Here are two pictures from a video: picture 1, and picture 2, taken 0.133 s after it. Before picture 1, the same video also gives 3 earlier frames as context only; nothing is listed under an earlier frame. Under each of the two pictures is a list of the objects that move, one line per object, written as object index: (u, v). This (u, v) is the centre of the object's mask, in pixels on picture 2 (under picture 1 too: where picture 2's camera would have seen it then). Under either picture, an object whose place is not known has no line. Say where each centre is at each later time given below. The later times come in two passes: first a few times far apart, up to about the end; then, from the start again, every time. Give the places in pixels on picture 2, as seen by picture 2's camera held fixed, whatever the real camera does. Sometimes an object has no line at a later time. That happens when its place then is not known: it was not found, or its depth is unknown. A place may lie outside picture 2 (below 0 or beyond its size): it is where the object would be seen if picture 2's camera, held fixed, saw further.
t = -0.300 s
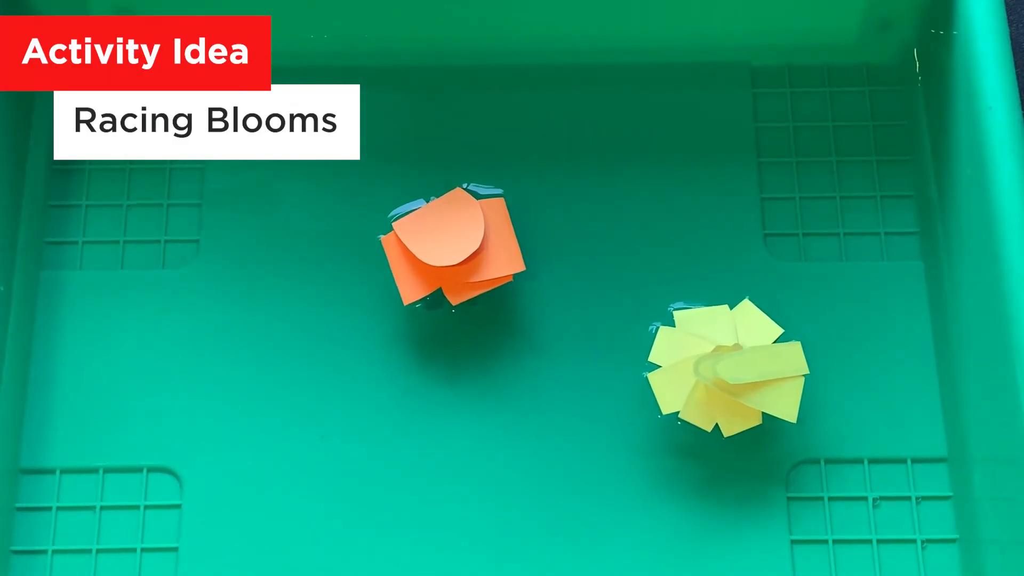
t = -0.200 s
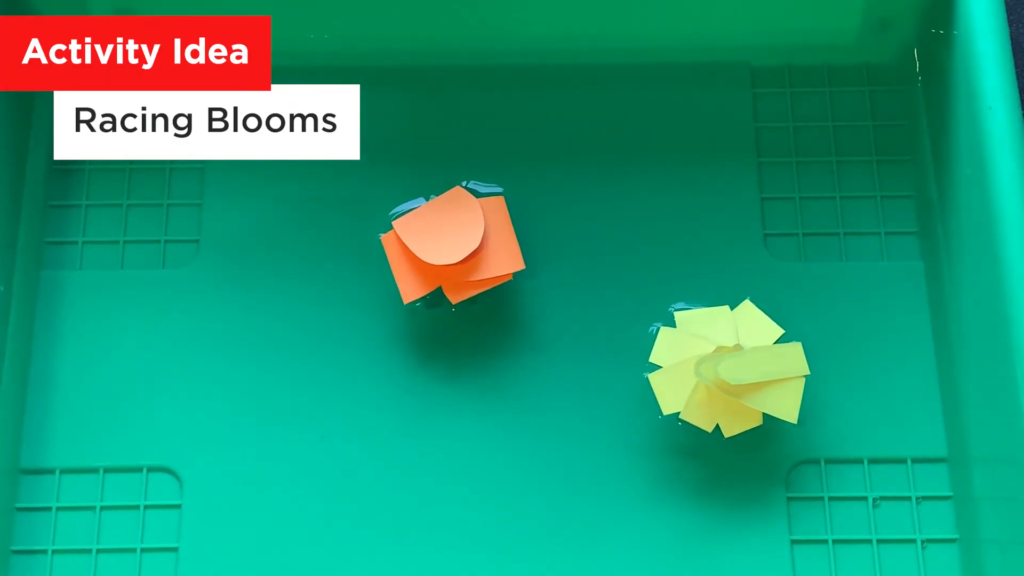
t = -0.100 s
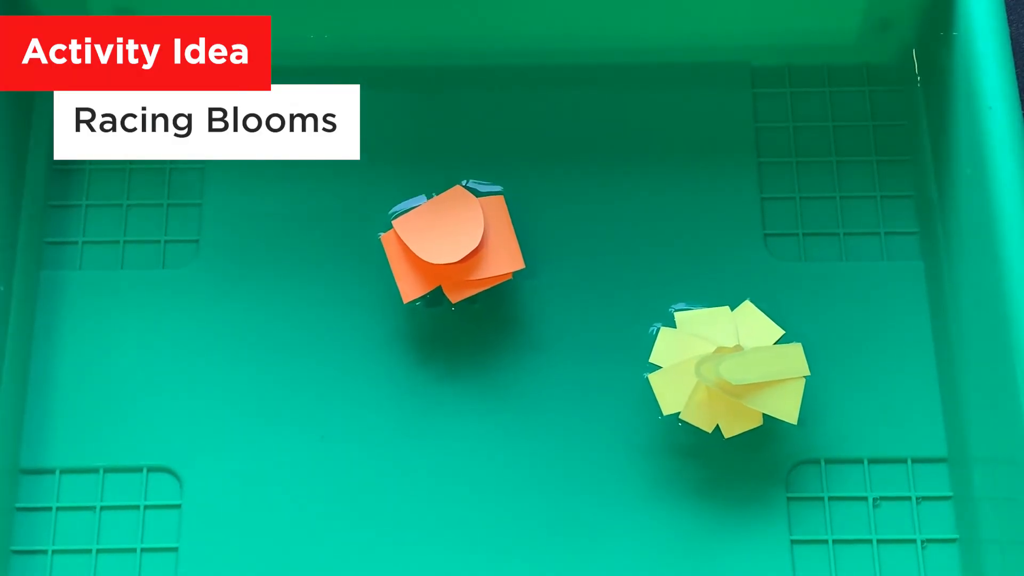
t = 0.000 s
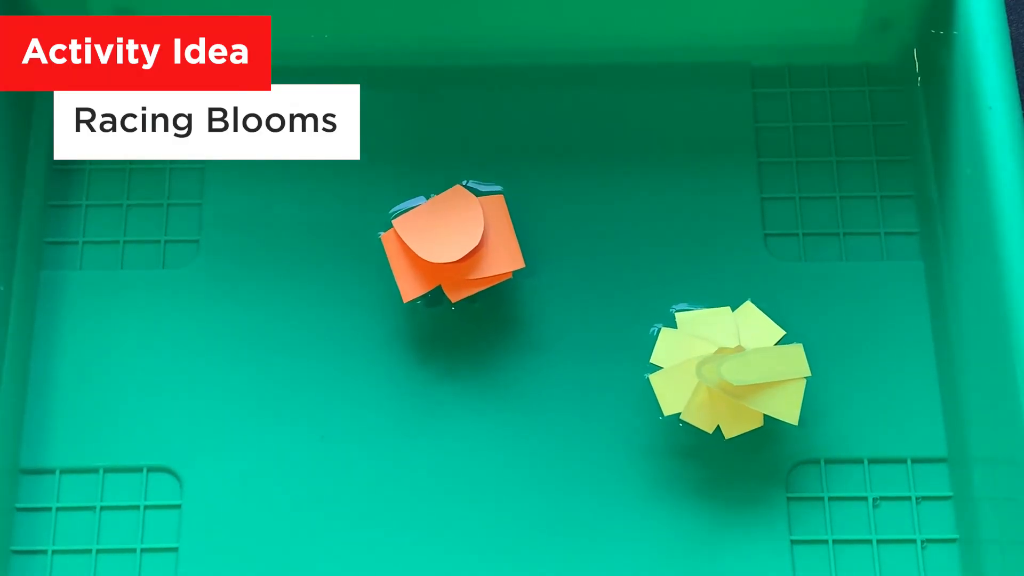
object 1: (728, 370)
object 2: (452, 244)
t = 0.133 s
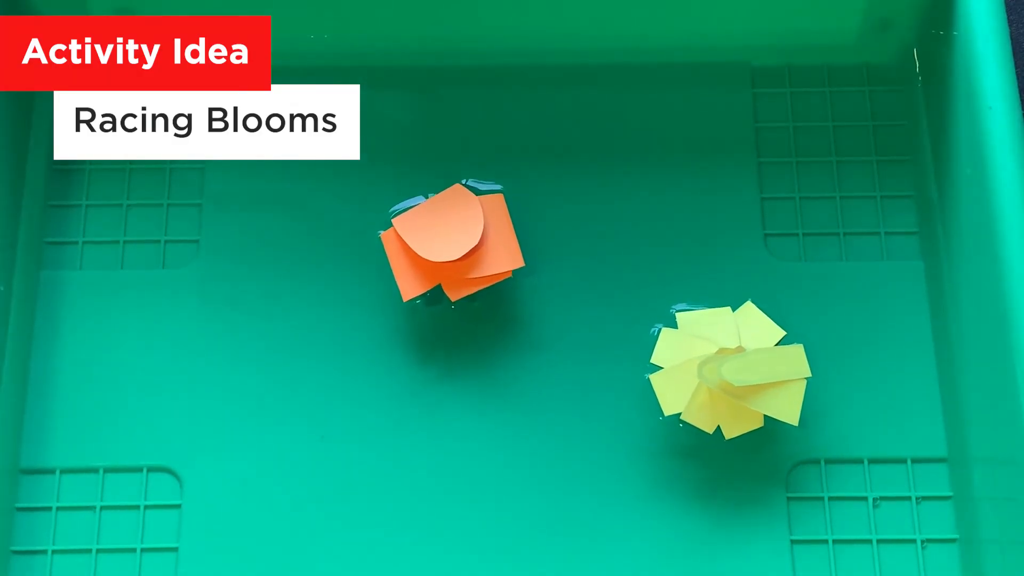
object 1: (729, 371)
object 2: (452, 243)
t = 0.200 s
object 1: (729, 371)
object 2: (451, 243)
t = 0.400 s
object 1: (730, 372)
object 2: (451, 241)
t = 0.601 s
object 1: (731, 373)
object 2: (450, 240)
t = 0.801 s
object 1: (732, 374)
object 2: (449, 238)
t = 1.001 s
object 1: (733, 375)
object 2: (449, 235)
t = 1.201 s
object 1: (734, 376)
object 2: (448, 235)
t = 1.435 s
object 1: (735, 377)
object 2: (447, 234)
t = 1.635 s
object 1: (736, 379)
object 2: (447, 233)
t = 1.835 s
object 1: (738, 380)
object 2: (446, 231)
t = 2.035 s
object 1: (738, 381)
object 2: (445, 231)
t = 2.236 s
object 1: (740, 382)
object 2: (444, 230)
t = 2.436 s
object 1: (741, 384)
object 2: (444, 228)
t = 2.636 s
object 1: (742, 385)
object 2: (442, 227)
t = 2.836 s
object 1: (743, 386)
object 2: (441, 226)
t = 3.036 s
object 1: (744, 388)
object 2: (440, 225)
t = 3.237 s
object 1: (745, 390)
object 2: (440, 225)
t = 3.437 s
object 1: (746, 391)
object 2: (439, 224)
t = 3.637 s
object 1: (747, 393)
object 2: (439, 223)
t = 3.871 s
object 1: (748, 395)
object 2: (438, 222)
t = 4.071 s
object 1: (749, 397)
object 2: (438, 221)
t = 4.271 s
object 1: (750, 399)
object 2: (438, 221)
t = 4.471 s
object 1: (750, 401)
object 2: (437, 220)
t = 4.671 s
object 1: (751, 403)
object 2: (437, 219)
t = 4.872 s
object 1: (751, 406)
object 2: (435, 225)
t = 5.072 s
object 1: (752, 409)
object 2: (431, 225)
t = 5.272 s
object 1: (752, 413)
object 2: (431, 228)
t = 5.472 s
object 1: (752, 415)
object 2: (429, 228)
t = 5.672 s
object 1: (753, 417)
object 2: (428, 229)
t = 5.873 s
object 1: (754, 420)
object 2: (427, 228)
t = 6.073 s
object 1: (754, 422)
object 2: (425, 228)
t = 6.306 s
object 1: (754, 425)
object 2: (424, 228)
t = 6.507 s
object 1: (754, 427)
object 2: (423, 228)
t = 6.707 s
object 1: (755, 430)
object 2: (422, 228)
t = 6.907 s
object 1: (754, 432)
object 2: (419, 225)
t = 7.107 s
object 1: (753, 433)
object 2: (420, 227)
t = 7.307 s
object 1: (748, 431)
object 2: (417, 224)
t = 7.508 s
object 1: (723, 413)
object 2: (416, 223)
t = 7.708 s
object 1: (701, 393)
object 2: (417, 227)
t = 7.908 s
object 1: (687, 380)
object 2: (417, 227)
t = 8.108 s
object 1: (677, 370)
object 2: (416, 225)
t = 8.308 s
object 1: (669, 362)
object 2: (415, 224)
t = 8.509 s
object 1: (662, 355)
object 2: (412, 223)
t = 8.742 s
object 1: (656, 349)
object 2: (409, 221)
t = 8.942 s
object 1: (652, 344)
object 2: (407, 220)
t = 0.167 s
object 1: (729, 371)
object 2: (451, 243)
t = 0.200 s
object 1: (729, 371)
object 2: (451, 243)
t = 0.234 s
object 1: (729, 371)
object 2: (451, 242)
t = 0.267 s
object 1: (729, 372)
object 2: (451, 242)
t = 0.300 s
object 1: (730, 371)
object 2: (451, 242)
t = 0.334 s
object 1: (730, 372)
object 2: (451, 242)
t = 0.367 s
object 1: (730, 372)
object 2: (451, 242)
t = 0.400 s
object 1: (730, 372)
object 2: (451, 241)
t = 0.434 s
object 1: (730, 372)
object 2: (451, 241)
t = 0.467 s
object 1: (730, 372)
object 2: (451, 241)
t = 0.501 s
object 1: (731, 372)
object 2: (450, 240)
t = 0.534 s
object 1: (731, 373)
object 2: (450, 240)
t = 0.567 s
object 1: (731, 372)
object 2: (450, 240)
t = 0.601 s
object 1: (731, 373)
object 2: (450, 240)
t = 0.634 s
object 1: (731, 373)
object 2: (450, 239)
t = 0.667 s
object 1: (731, 373)
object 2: (450, 239)
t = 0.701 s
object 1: (731, 374)
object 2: (450, 239)
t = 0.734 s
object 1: (731, 373)
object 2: (449, 238)
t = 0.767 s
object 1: (732, 374)
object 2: (450, 238)
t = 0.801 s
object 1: (732, 374)
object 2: (449, 238)
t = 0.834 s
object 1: (732, 374)
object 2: (449, 238)
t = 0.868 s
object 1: (732, 375)
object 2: (449, 237)
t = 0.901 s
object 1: (732, 374)
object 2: (449, 238)
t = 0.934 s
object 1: (732, 375)
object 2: (449, 237)
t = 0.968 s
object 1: (733, 375)
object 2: (449, 237)
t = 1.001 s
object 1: (733, 375)
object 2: (449, 235)
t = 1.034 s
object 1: (733, 375)
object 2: (449, 235)
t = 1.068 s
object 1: (733, 376)
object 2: (449, 235)
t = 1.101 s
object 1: (733, 375)
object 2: (449, 235)
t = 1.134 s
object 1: (734, 376)
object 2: (449, 235)
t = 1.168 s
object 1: (734, 376)
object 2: (448, 235)
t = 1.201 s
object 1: (734, 376)
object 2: (448, 235)
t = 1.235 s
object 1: (734, 376)
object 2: (448, 235)
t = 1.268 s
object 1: (734, 376)
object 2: (448, 235)
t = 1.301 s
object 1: (735, 377)
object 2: (448, 235)
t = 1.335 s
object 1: (735, 377)
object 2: (448, 235)
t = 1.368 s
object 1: (735, 377)
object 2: (448, 235)
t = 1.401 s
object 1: (735, 377)
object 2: (447, 234)
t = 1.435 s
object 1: (735, 377)
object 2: (447, 234)
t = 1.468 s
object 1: (735, 377)
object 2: (447, 234)
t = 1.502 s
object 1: (736, 378)
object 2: (447, 234)
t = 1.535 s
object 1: (736, 378)
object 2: (447, 233)
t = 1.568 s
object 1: (736, 378)
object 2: (447, 233)
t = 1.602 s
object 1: (736, 378)
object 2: (446, 233)
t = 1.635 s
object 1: (736, 379)
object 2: (447, 233)
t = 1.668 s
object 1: (737, 379)
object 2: (446, 231)
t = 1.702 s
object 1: (737, 379)
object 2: (447, 231)
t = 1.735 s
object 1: (737, 379)
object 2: (446, 233)
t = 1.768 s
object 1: (737, 379)
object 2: (446, 232)
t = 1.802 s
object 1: (737, 379)
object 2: (446, 232)
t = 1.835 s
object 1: (738, 380)
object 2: (446, 231)
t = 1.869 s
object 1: (738, 380)
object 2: (445, 231)
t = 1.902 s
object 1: (738, 380)
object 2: (445, 232)
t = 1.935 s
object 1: (738, 380)
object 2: (445, 231)
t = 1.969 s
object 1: (738, 380)
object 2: (445, 231)
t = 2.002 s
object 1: (738, 381)
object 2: (445, 231)
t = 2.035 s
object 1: (738, 381)
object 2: (445, 231)
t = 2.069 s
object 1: (739, 381)
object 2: (444, 231)
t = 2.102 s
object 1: (739, 381)
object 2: (445, 231)
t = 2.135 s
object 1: (739, 382)
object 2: (444, 230)
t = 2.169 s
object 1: (740, 382)
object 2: (444, 231)
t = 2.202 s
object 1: (740, 382)
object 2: (444, 230)
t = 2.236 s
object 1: (740, 382)
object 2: (444, 230)
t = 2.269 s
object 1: (740, 382)
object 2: (444, 230)
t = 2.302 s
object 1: (740, 383)
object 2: (444, 230)
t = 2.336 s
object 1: (741, 383)
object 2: (443, 229)
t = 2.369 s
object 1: (740, 383)
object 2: (443, 229)
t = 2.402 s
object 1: (741, 383)
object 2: (443, 227)
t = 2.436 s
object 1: (741, 384)
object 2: (444, 228)
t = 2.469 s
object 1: (741, 384)
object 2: (443, 227)
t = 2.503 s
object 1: (742, 384)
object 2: (443, 229)
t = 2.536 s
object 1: (741, 384)
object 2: (442, 227)
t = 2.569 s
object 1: (742, 385)
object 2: (442, 228)
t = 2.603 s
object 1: (742, 385)
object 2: (442, 228)
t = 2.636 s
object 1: (742, 385)
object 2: (442, 227)
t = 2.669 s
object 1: (743, 385)
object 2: (442, 227)
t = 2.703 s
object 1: (743, 385)
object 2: (442, 227)
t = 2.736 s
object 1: (743, 386)
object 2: (442, 227)
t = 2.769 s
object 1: (743, 386)
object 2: (442, 227)
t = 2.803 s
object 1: (743, 386)
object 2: (442, 227)
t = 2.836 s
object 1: (743, 386)
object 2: (441, 226)
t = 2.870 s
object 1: (743, 387)
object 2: (441, 227)
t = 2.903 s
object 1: (744, 387)
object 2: (441, 226)
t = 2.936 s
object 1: (743, 387)
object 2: (441, 226)
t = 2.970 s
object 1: (744, 387)
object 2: (441, 226)
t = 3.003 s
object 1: (744, 388)
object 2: (441, 226)
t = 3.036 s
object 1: (744, 388)
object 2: (440, 225)
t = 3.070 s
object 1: (744, 388)
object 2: (440, 225)
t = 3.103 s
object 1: (744, 389)
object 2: (440, 225)
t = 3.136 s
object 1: (745, 389)
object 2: (440, 225)
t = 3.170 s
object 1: (745, 389)
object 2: (440, 224)
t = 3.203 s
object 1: (745, 389)
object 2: (440, 225)
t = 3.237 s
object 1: (745, 390)
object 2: (440, 225)
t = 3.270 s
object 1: (745, 390)
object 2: (440, 224)
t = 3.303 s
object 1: (746, 390)
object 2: (440, 224)
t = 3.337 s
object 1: (746, 390)
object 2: (439, 224)
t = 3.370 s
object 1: (746, 391)
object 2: (439, 224)
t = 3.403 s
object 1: (746, 391)
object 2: (439, 224)
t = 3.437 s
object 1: (746, 391)
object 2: (439, 224)
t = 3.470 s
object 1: (746, 391)
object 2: (439, 223)
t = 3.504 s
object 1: (746, 392)
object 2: (439, 223)
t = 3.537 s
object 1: (746, 392)
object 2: (439, 223)
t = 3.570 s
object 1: (747, 392)
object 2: (439, 223)
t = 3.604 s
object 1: (747, 393)
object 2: (439, 223)
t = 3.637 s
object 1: (747, 393)
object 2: (439, 223)
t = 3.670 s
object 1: (747, 393)
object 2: (439, 223)
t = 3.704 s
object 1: (747, 394)
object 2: (438, 223)
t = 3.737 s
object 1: (747, 394)
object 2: (439, 223)
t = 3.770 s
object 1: (748, 394)
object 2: (438, 222)
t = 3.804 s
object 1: (748, 394)
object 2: (438, 222)
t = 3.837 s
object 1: (748, 395)
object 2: (438, 222)
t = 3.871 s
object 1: (748, 395)
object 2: (438, 222)
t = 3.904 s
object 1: (748, 396)
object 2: (438, 222)
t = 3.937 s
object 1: (748, 396)
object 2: (438, 222)
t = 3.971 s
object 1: (748, 396)
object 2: (438, 222)
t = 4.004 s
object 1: (749, 396)
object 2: (438, 221)
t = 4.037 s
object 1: (749, 397)
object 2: (438, 222)
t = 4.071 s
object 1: (749, 397)
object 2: (438, 221)
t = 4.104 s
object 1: (749, 398)
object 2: (438, 221)
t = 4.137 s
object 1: (749, 398)
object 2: (438, 221)
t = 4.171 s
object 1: (749, 398)
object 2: (438, 221)
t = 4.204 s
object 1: (749, 398)
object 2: (437, 221)
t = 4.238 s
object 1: (749, 399)
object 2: (437, 221)
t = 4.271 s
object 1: (750, 399)
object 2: (438, 221)
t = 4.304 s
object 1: (750, 399)
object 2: (437, 220)
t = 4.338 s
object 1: (750, 400)
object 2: (437, 221)
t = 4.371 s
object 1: (750, 400)
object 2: (437, 220)
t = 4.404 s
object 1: (750, 400)
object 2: (437, 221)
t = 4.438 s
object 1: (750, 401)
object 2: (437, 220)
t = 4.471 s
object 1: (750, 401)
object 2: (437, 220)
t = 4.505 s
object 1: (750, 402)
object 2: (437, 220)
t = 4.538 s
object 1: (751, 402)
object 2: (437, 220)
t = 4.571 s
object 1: (751, 402)
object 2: (437, 220)
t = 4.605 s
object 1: (751, 403)
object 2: (437, 220)
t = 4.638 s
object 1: (751, 403)
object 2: (437, 220)
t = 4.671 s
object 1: (751, 403)
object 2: (437, 219)
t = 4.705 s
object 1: (751, 404)
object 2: (437, 222)
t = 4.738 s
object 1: (751, 404)
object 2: (436, 218)
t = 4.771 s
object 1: (751, 405)
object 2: (435, 221)
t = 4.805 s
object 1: (751, 405)
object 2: (434, 221)
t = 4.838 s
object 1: (751, 406)
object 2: (435, 224)
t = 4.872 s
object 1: (751, 406)
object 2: (435, 225)
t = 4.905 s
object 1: (751, 407)
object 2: (434, 226)
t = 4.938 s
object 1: (751, 407)
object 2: (433, 224)
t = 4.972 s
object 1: (751, 407)
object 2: (433, 226)
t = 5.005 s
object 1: (752, 408)
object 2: (432, 225)
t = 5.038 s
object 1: (752, 409)
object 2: (432, 225)
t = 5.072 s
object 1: (752, 409)
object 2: (431, 225)
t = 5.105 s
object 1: (752, 410)
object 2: (432, 227)
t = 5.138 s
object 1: (752, 410)
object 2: (432, 228)
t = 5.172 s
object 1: (752, 411)
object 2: (431, 228)
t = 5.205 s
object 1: (752, 411)
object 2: (431, 228)
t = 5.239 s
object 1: (752, 412)
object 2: (431, 228)
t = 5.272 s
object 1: (752, 413)
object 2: (431, 228)
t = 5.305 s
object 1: (752, 413)
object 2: (431, 228)
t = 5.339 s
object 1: (752, 413)
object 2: (430, 228)
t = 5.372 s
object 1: (752, 414)
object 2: (430, 228)
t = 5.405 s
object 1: (752, 414)
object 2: (430, 229)
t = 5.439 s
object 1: (752, 414)
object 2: (429, 229)
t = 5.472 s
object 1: (752, 415)
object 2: (429, 228)
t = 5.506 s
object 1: (753, 416)
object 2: (429, 228)
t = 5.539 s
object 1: (753, 416)
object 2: (429, 229)
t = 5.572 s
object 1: (753, 416)
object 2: (428, 229)
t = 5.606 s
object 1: (753, 417)
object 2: (428, 229)
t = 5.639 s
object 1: (753, 417)
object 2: (428, 229)
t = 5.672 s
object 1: (753, 417)
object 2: (428, 229)
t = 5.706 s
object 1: (753, 418)
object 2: (428, 228)
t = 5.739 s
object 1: (753, 418)
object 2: (427, 228)
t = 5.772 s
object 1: (753, 419)
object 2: (427, 229)
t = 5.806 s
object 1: (754, 419)
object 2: (427, 229)
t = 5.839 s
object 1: (754, 420)
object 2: (427, 228)
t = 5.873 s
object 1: (754, 420)
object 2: (427, 228)
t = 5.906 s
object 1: (754, 420)
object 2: (426, 229)
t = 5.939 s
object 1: (754, 421)
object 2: (425, 227)
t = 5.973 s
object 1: (754, 421)
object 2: (426, 228)
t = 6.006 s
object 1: (754, 421)
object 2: (426, 229)
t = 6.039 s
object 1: (754, 422)
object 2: (425, 229)
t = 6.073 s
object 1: (754, 422)
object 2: (425, 228)
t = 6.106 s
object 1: (754, 422)
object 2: (425, 228)
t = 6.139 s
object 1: (754, 423)
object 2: (425, 228)
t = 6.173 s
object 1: (754, 423)
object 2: (425, 228)
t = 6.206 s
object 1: (754, 423)
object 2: (424, 229)
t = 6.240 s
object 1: (754, 424)
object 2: (424, 229)
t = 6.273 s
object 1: (754, 424)
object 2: (423, 227)
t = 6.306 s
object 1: (754, 425)
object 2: (424, 228)
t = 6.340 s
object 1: (754, 425)
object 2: (424, 229)
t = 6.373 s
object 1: (754, 425)
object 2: (423, 229)
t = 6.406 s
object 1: (754, 426)
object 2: (423, 228)
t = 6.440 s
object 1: (754, 426)
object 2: (423, 228)
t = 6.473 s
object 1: (754, 426)
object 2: (423, 228)
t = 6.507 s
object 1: (754, 427)
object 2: (423, 228)
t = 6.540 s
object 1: (754, 427)
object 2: (423, 228)
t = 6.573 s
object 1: (754, 428)
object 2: (422, 228)
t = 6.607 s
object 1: (754, 428)
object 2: (422, 228)
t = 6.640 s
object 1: (755, 429)
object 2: (421, 226)
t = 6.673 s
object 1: (755, 429)
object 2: (421, 227)
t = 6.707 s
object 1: (755, 430)
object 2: (422, 228)
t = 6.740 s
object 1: (754, 430)
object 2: (422, 228)
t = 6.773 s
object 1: (754, 431)
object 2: (420, 226)
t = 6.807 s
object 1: (754, 431)
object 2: (421, 228)
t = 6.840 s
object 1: (755, 432)
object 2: (419, 225)
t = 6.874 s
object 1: (754, 432)
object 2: (421, 228)
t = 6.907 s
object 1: (754, 432)
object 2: (419, 225)
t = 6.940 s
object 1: (754, 432)
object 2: (421, 227)
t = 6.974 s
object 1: (754, 433)
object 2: (421, 227)
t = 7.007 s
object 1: (754, 433)
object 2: (419, 224)
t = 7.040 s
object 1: (754, 433)
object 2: (420, 227)
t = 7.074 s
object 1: (753, 433)
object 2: (420, 227)
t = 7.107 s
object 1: (753, 433)
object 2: (420, 227)
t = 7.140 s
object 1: (753, 433)
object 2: (420, 227)
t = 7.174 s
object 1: (753, 433)
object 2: (418, 224)
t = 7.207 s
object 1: (752, 433)
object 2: (420, 227)
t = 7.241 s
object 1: (751, 432)
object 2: (419, 226)
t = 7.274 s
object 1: (750, 432)
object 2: (419, 226)
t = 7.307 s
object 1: (748, 431)
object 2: (417, 224)
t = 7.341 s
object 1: (745, 430)
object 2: (417, 224)
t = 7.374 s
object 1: (742, 428)
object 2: (417, 223)
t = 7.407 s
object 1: (739, 426)
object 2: (417, 223)
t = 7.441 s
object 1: (734, 421)
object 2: (417, 223)
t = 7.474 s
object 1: (729, 418)
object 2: (416, 223)
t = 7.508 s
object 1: (723, 413)
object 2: (416, 223)
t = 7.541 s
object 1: (719, 409)
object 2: (416, 223)
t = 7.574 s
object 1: (714, 404)
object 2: (416, 224)
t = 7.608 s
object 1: (711, 402)
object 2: (416, 224)
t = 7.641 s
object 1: (707, 397)
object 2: (416, 225)
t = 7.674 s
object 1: (704, 395)
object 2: (415, 224)
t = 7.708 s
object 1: (701, 393)
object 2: (417, 227)
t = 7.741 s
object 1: (699, 391)
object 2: (417, 227)
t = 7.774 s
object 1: (696, 388)
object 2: (417, 227)
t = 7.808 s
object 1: (694, 386)
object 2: (417, 227)
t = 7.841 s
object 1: (691, 384)
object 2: (416, 225)
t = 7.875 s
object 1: (690, 382)
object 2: (417, 227)
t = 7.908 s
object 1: (687, 380)
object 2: (417, 227)
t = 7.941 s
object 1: (686, 378)
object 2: (417, 225)
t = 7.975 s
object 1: (684, 376)
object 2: (417, 227)
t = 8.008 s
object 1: (682, 375)
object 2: (416, 225)
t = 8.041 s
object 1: (680, 373)
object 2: (416, 225)
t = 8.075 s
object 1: (679, 371)
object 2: (417, 226)
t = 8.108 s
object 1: (677, 370)
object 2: (416, 225)
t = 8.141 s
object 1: (675, 369)
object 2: (415, 224)
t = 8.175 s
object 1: (674, 367)
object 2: (416, 225)
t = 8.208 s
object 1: (673, 366)
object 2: (416, 225)
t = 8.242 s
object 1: (671, 364)
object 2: (416, 225)
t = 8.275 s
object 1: (670, 363)
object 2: (415, 225)
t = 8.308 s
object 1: (669, 362)
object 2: (415, 224)
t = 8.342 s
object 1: (668, 361)
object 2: (414, 224)
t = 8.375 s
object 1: (666, 359)
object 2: (413, 223)
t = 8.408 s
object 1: (665, 359)
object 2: (413, 222)
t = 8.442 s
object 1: (664, 357)
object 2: (413, 224)
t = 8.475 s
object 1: (663, 357)
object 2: (412, 222)
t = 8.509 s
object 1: (662, 355)
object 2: (412, 223)
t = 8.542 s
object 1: (661, 355)
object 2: (412, 222)
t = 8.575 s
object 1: (660, 353)
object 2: (411, 221)
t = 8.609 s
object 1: (660, 353)
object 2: (411, 221)
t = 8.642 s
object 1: (659, 352)
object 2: (410, 221)
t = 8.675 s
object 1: (658, 351)
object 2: (410, 221)
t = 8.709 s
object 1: (657, 350)
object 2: (409, 221)
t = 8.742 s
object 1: (656, 349)
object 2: (409, 221)
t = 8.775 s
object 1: (655, 348)
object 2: (409, 221)
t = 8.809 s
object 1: (655, 348)
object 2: (408, 221)
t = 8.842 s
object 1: (654, 346)
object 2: (408, 220)
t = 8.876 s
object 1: (654, 346)
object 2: (408, 220)
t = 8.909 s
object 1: (653, 345)
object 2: (407, 220)
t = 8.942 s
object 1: (652, 344)
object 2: (407, 220)
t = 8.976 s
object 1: (652, 343)
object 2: (406, 220)
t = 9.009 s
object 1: (651, 342)
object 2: (406, 219)
